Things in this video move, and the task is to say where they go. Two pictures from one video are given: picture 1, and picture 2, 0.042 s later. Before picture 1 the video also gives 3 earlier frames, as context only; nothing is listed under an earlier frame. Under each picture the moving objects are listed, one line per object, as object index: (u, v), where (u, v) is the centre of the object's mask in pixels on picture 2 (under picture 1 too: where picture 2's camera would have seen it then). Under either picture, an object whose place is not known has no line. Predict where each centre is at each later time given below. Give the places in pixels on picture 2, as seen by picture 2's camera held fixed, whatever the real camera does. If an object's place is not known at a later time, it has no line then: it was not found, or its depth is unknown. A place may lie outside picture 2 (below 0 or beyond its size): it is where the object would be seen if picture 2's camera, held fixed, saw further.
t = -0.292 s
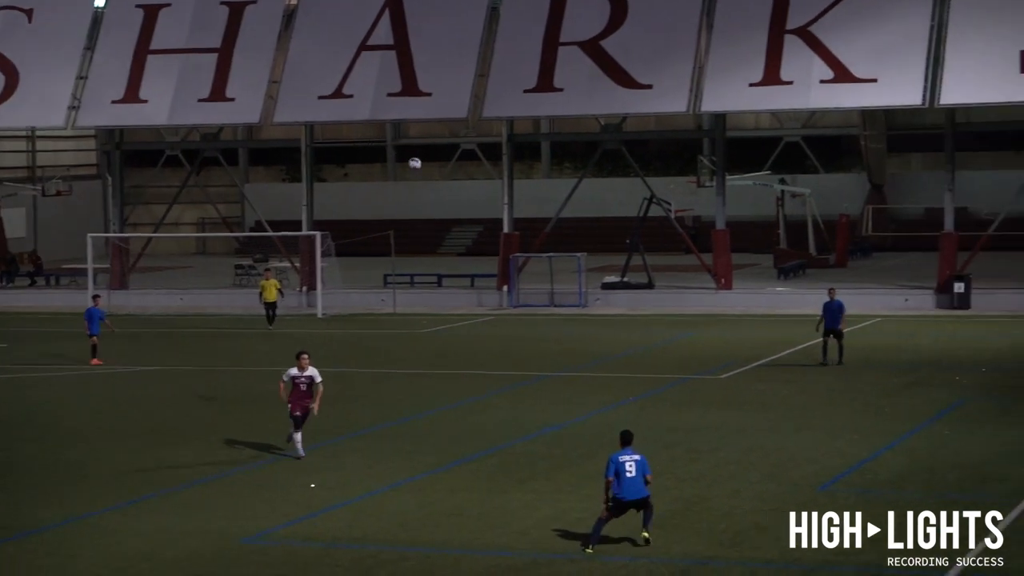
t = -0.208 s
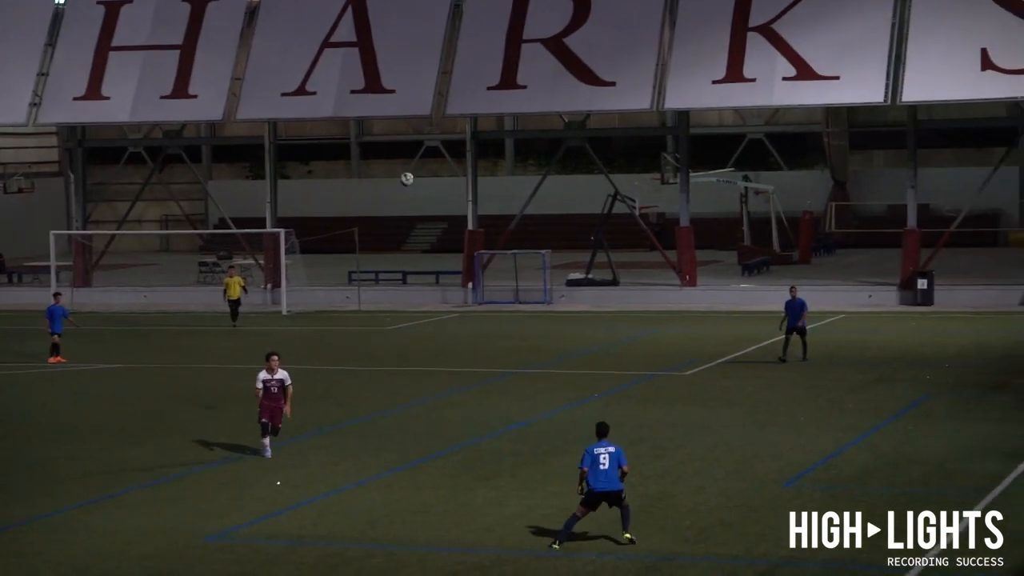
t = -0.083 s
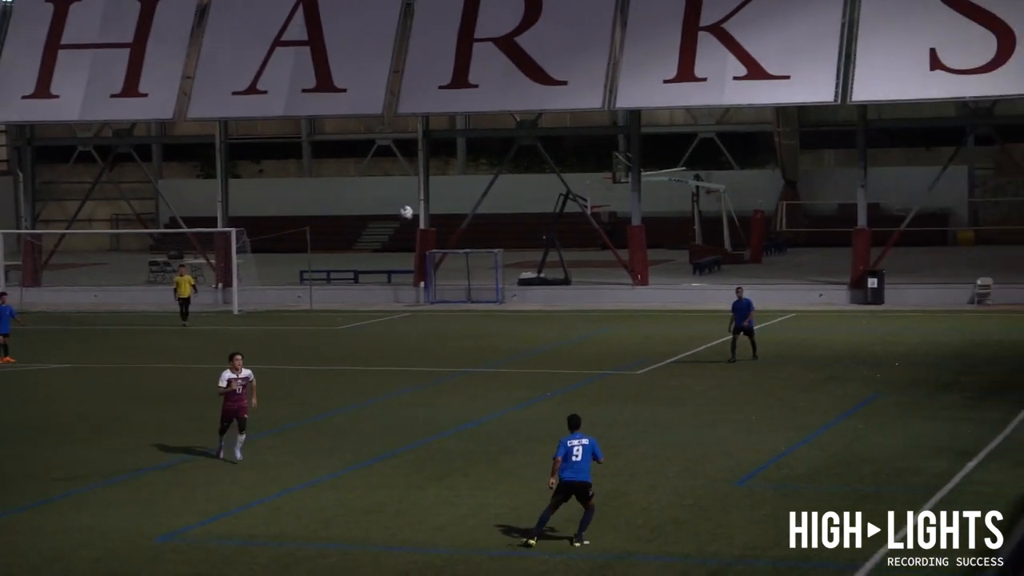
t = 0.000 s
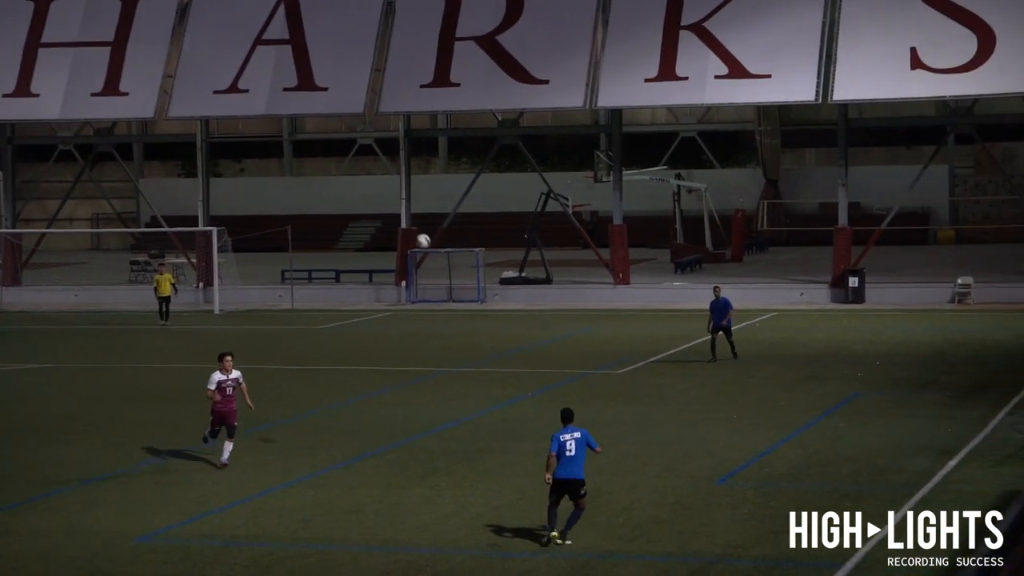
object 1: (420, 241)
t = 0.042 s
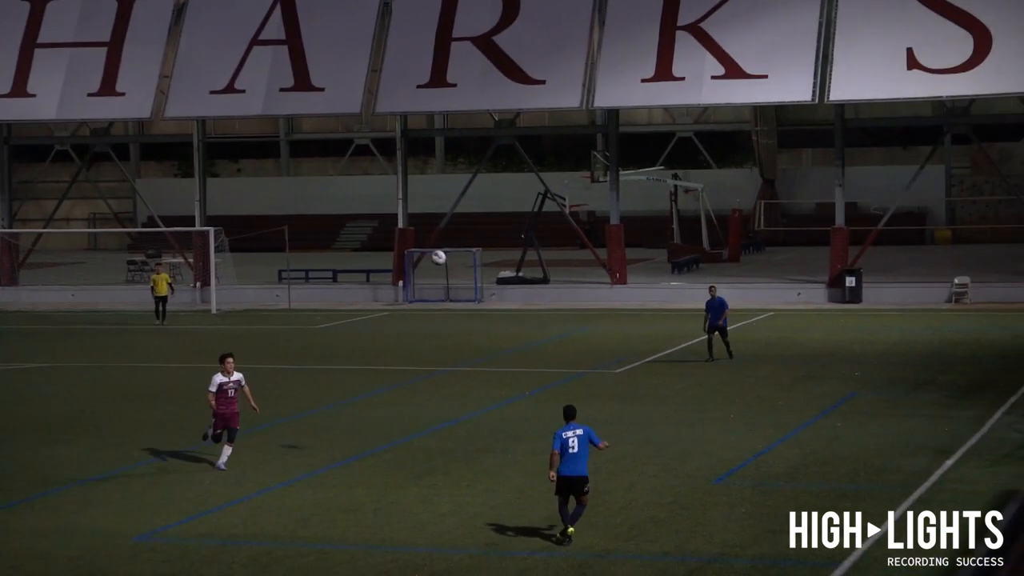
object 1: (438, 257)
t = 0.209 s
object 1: (521, 336)
